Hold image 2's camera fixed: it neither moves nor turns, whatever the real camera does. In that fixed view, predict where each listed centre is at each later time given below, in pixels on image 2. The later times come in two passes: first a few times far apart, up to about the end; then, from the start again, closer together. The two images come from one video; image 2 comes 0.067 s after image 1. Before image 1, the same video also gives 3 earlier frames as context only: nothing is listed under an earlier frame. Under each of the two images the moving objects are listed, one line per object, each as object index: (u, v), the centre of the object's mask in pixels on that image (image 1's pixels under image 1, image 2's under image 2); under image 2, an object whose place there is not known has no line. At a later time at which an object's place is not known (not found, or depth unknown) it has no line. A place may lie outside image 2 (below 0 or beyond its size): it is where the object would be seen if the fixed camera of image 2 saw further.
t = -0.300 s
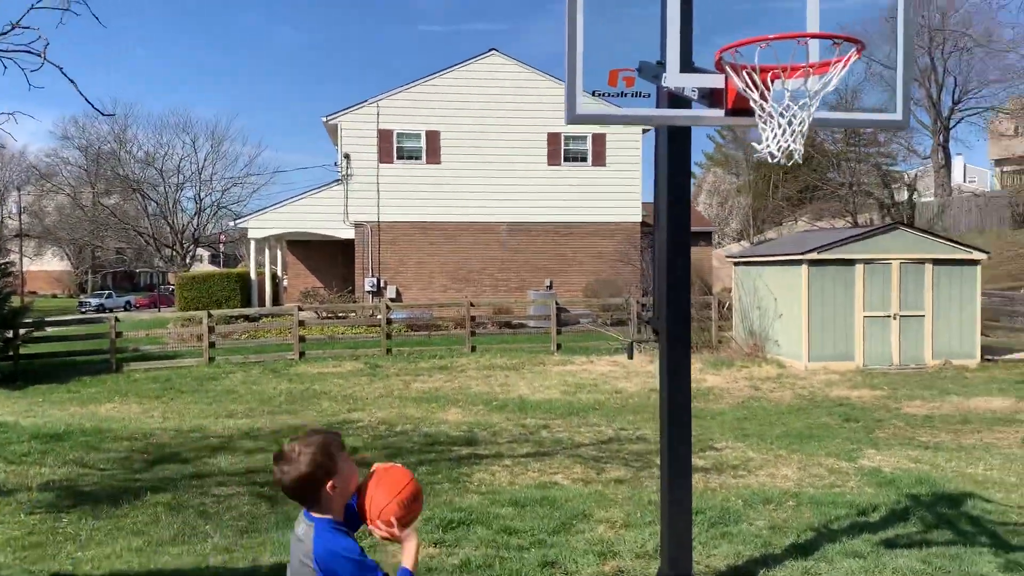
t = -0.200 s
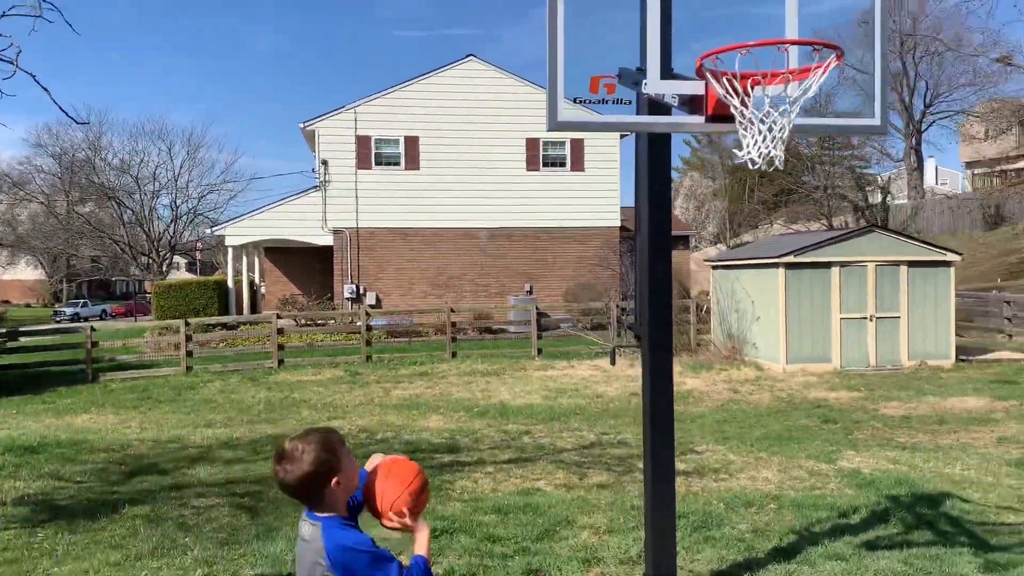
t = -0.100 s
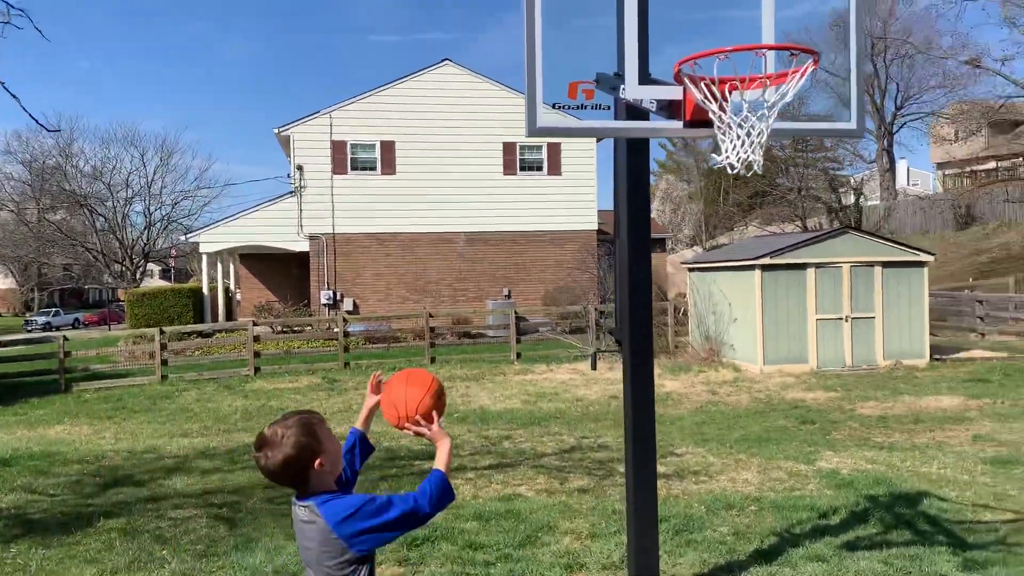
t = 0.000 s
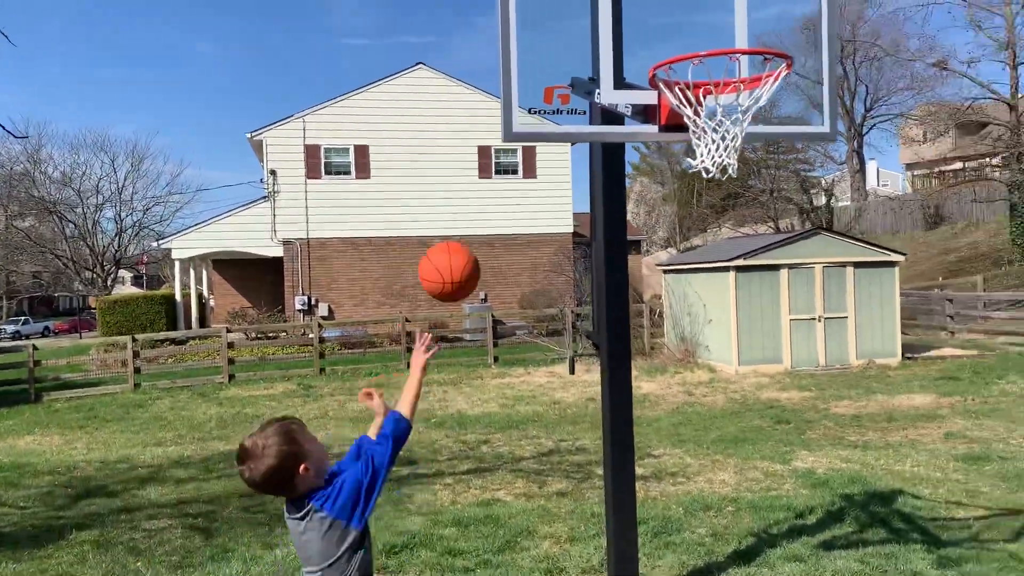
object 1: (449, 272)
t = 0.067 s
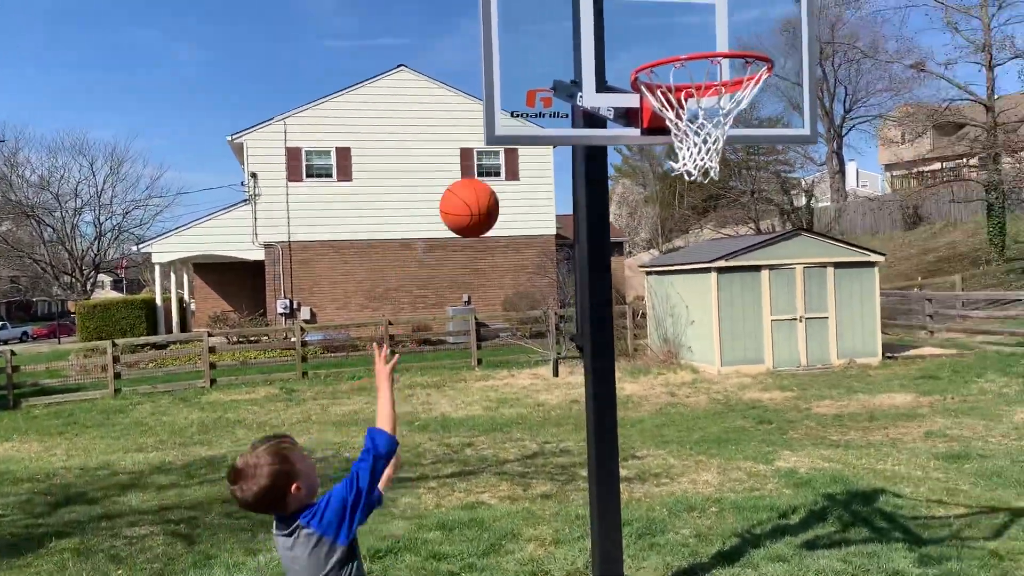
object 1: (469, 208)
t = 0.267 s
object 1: (571, 110)
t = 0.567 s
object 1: (694, 192)
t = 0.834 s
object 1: (787, 408)
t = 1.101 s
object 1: (846, 540)
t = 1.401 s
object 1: (872, 363)
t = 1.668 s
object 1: (897, 364)
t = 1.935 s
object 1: (923, 490)
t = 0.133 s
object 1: (505, 159)
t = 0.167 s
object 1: (522, 141)
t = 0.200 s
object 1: (539, 127)
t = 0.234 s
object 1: (555, 117)
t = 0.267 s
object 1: (571, 110)
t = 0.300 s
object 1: (587, 107)
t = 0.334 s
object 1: (602, 107)
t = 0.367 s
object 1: (616, 110)
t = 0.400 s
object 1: (631, 116)
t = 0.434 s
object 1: (645, 126)
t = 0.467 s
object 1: (657, 138)
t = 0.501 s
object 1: (666, 149)
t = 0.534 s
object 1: (672, 167)
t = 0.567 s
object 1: (694, 192)
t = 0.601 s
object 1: (709, 206)
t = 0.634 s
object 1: (721, 229)
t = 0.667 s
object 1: (733, 253)
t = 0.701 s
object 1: (745, 282)
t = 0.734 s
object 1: (756, 311)
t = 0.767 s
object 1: (767, 342)
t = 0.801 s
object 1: (777, 374)
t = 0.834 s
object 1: (787, 408)
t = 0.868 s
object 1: (797, 444)
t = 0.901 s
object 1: (807, 483)
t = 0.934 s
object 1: (816, 522)
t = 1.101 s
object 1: (846, 540)
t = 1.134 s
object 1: (849, 510)
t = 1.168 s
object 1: (853, 484)
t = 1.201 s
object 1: (855, 459)
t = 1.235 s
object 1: (858, 437)
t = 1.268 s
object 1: (862, 417)
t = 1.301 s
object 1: (864, 400)
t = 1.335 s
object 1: (866, 385)
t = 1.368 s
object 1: (869, 373)
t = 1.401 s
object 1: (872, 363)
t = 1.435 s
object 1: (875, 355)
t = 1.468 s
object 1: (878, 351)
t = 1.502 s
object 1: (881, 347)
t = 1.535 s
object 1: (884, 347)
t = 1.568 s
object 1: (888, 348)
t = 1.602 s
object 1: (891, 352)
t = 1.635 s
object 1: (894, 357)
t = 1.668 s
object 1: (897, 364)
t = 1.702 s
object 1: (900, 374)
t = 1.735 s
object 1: (904, 386)
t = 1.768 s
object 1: (907, 399)
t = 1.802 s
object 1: (910, 414)
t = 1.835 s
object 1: (913, 430)
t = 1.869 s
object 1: (916, 449)
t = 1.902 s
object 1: (920, 469)
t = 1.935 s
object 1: (923, 490)
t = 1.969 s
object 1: (927, 514)
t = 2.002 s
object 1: (931, 539)
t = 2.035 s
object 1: (933, 551)
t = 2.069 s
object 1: (933, 542)
